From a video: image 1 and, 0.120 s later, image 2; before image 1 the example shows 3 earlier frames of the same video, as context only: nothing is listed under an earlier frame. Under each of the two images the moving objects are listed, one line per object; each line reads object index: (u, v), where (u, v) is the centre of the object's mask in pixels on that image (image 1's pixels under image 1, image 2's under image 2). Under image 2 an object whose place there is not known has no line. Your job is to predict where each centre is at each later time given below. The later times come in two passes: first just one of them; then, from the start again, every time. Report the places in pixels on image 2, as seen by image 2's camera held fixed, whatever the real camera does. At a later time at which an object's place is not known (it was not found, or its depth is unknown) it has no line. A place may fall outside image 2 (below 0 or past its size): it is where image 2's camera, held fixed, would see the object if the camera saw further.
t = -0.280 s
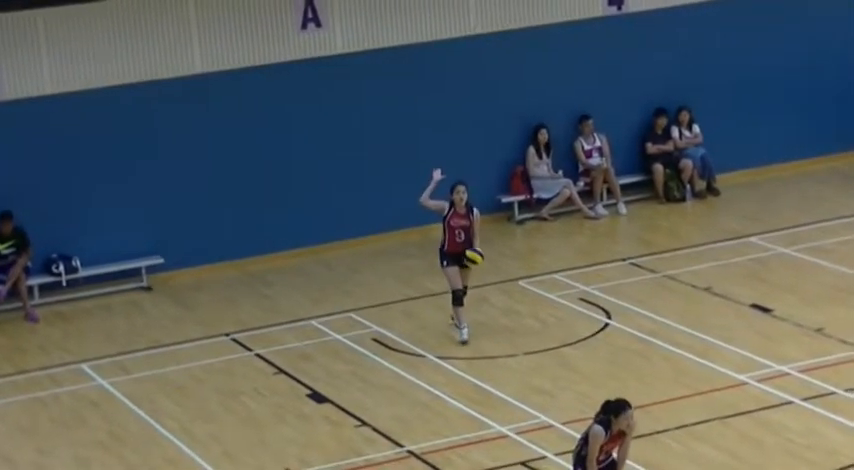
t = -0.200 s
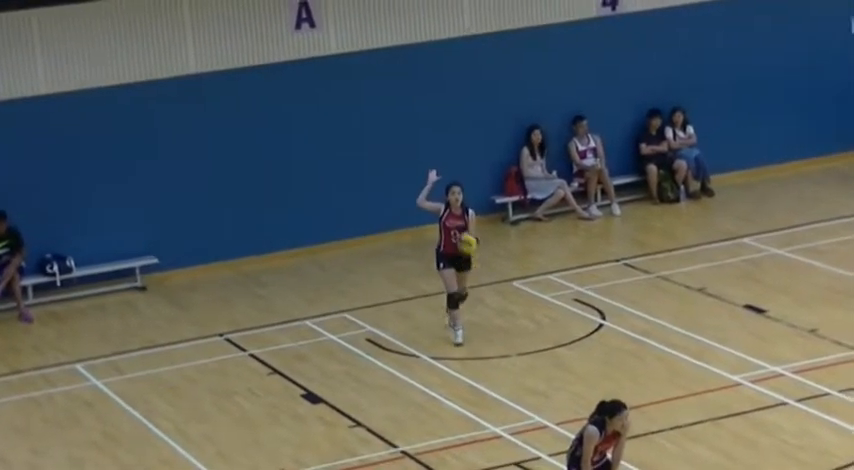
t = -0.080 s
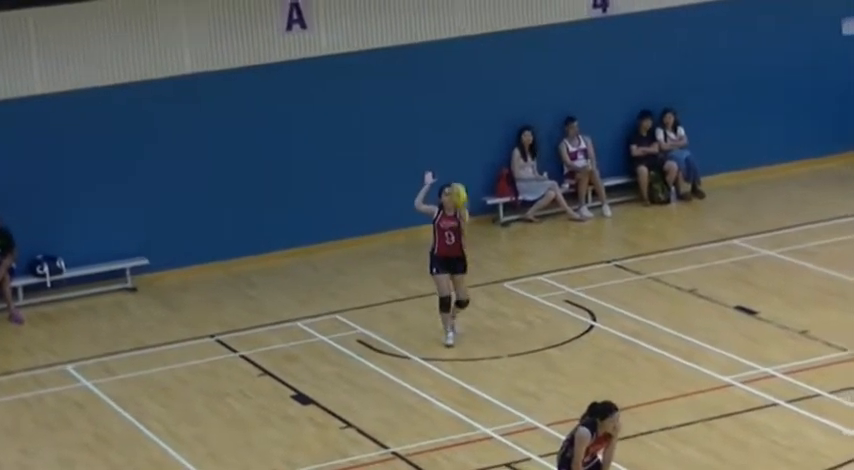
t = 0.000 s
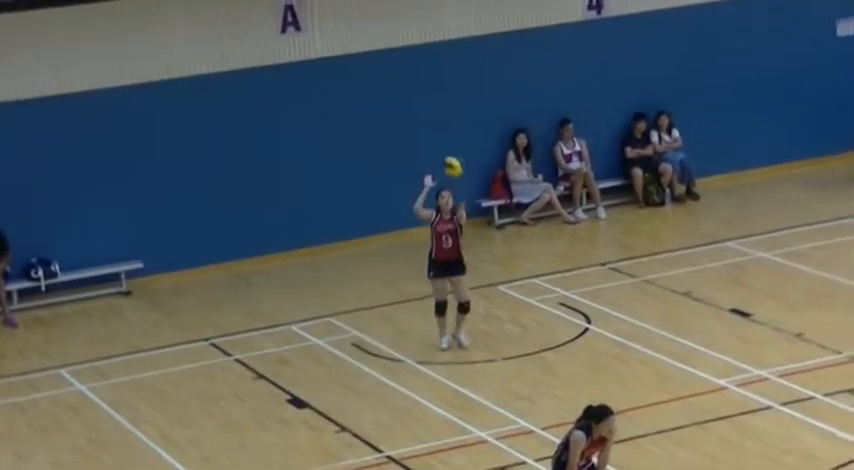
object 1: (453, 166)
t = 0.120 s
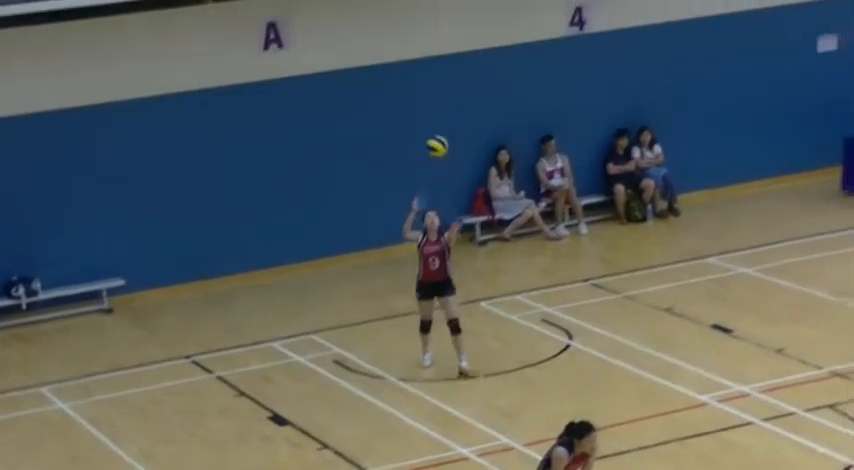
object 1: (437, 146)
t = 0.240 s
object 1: (438, 124)
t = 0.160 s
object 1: (438, 138)
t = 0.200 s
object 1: (438, 129)
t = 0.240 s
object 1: (438, 124)
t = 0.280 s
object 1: (439, 120)
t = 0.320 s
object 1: (439, 117)
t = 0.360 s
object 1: (441, 115)
